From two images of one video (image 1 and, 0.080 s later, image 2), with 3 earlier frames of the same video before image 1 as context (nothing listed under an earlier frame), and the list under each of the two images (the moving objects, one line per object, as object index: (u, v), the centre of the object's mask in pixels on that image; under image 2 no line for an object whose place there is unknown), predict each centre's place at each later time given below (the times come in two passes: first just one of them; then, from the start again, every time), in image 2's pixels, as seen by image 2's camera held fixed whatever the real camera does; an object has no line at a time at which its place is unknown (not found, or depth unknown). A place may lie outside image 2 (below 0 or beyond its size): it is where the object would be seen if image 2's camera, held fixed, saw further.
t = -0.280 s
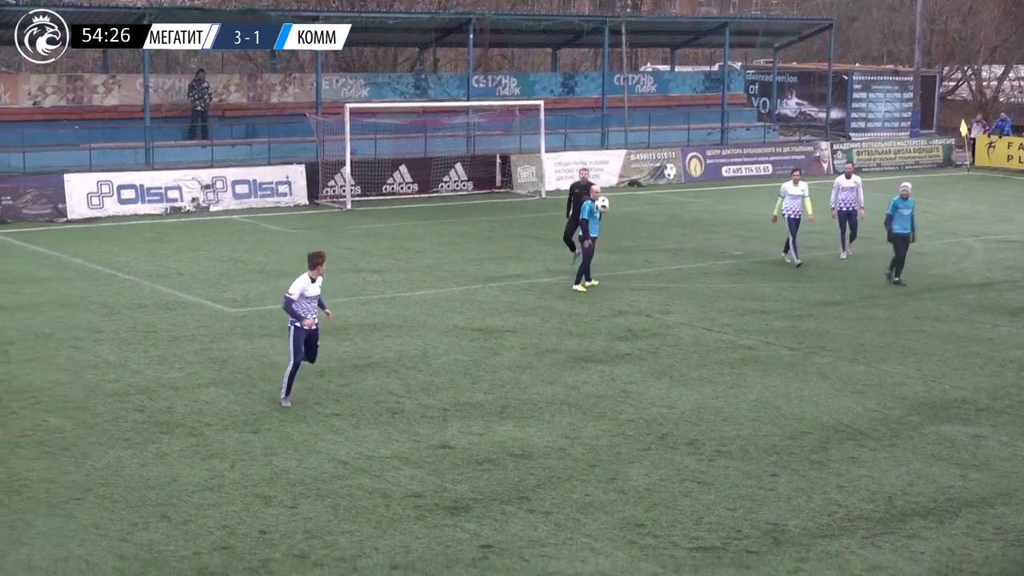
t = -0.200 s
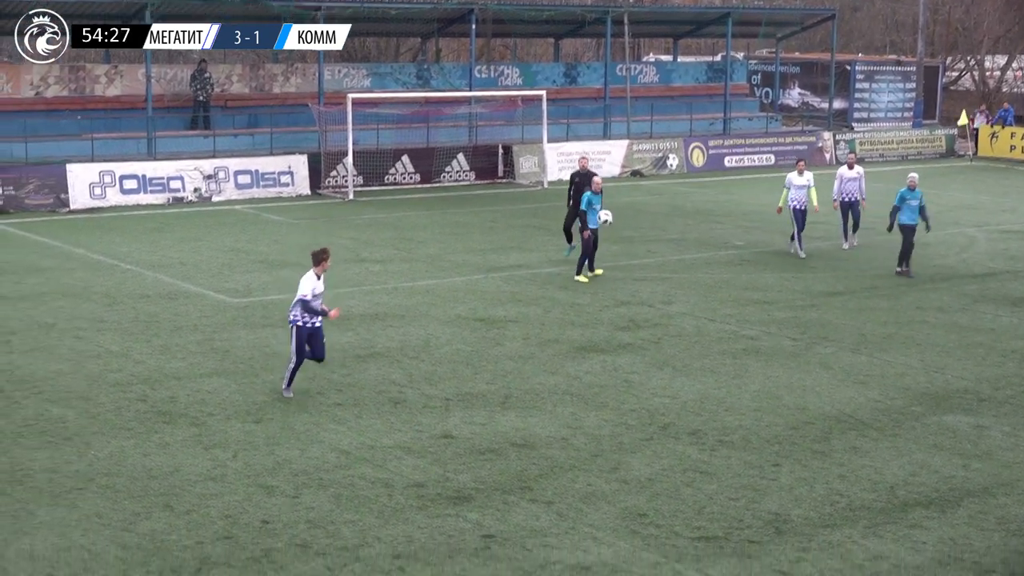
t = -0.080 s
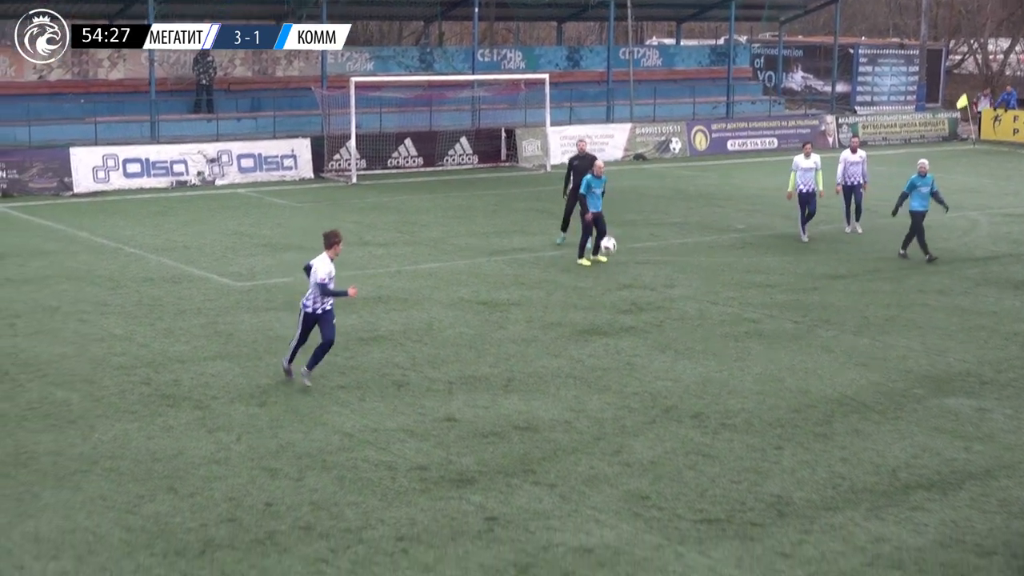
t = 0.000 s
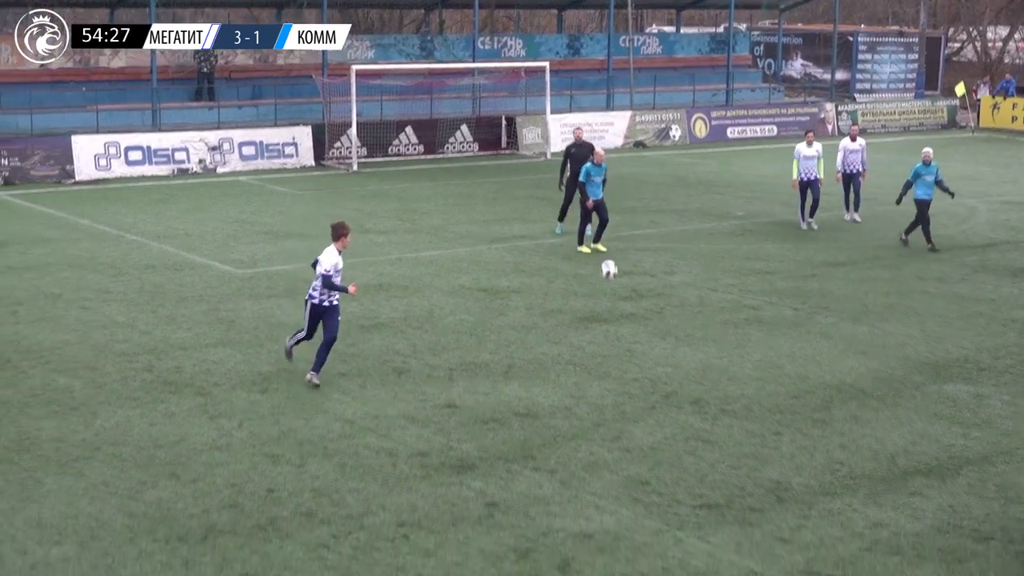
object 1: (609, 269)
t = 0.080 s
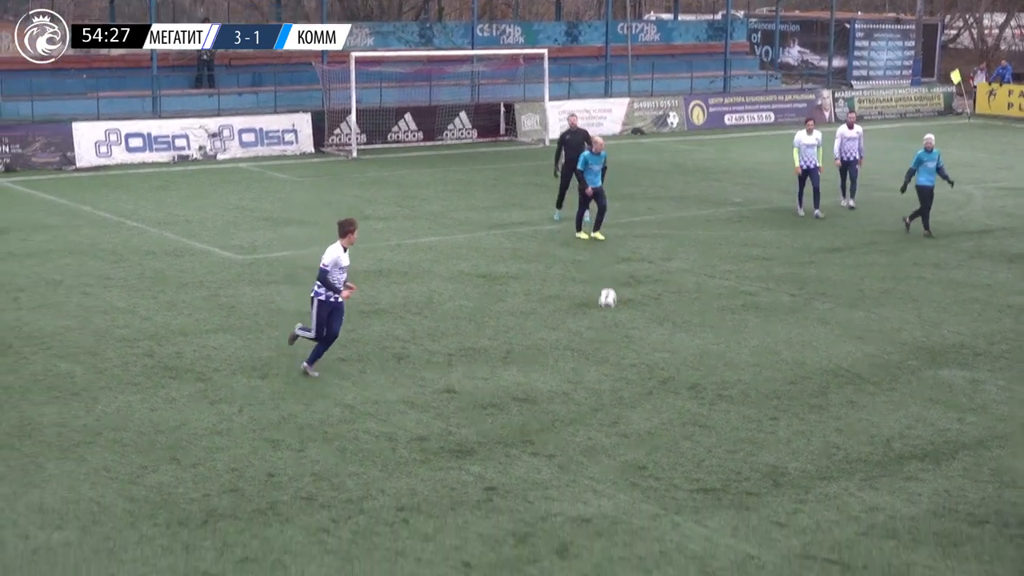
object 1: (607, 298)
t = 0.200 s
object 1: (608, 315)
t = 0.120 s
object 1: (608, 322)
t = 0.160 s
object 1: (608, 323)
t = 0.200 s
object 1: (608, 315)
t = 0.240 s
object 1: (607, 308)
